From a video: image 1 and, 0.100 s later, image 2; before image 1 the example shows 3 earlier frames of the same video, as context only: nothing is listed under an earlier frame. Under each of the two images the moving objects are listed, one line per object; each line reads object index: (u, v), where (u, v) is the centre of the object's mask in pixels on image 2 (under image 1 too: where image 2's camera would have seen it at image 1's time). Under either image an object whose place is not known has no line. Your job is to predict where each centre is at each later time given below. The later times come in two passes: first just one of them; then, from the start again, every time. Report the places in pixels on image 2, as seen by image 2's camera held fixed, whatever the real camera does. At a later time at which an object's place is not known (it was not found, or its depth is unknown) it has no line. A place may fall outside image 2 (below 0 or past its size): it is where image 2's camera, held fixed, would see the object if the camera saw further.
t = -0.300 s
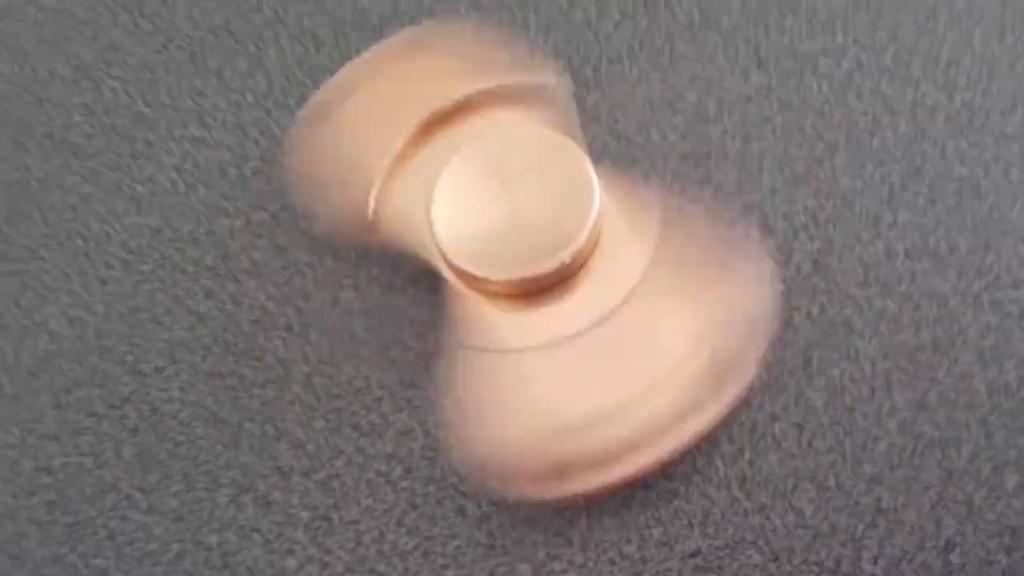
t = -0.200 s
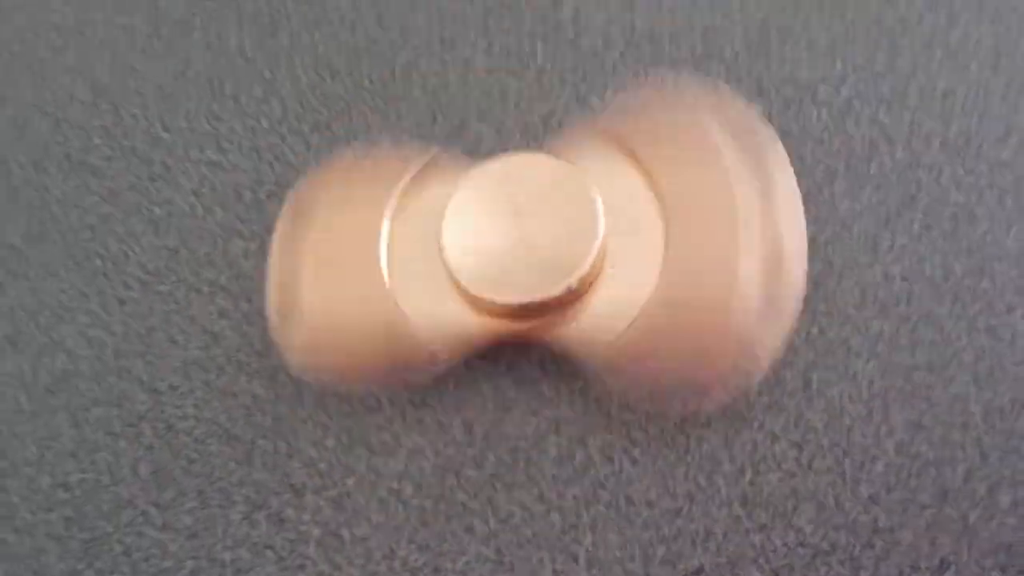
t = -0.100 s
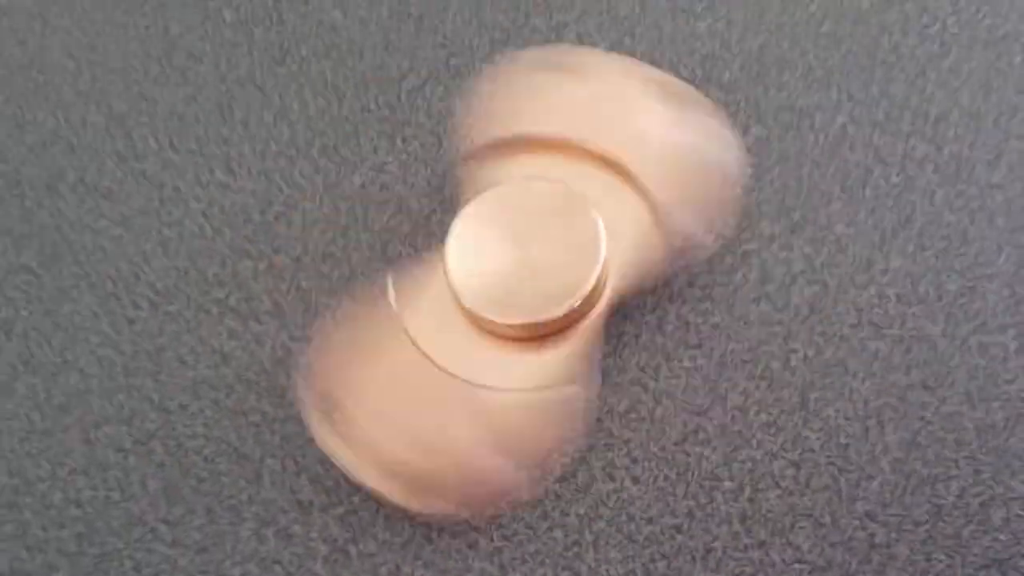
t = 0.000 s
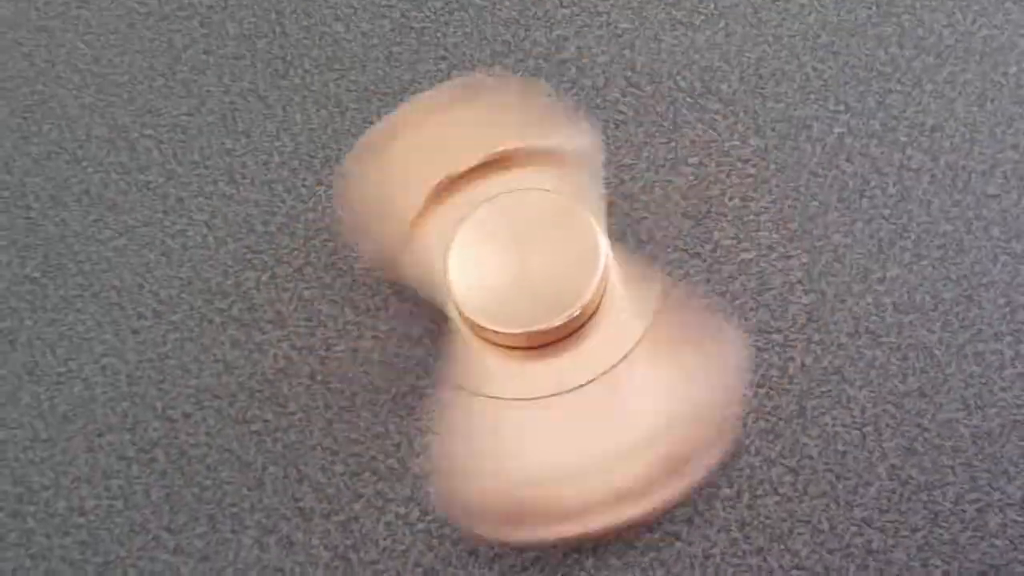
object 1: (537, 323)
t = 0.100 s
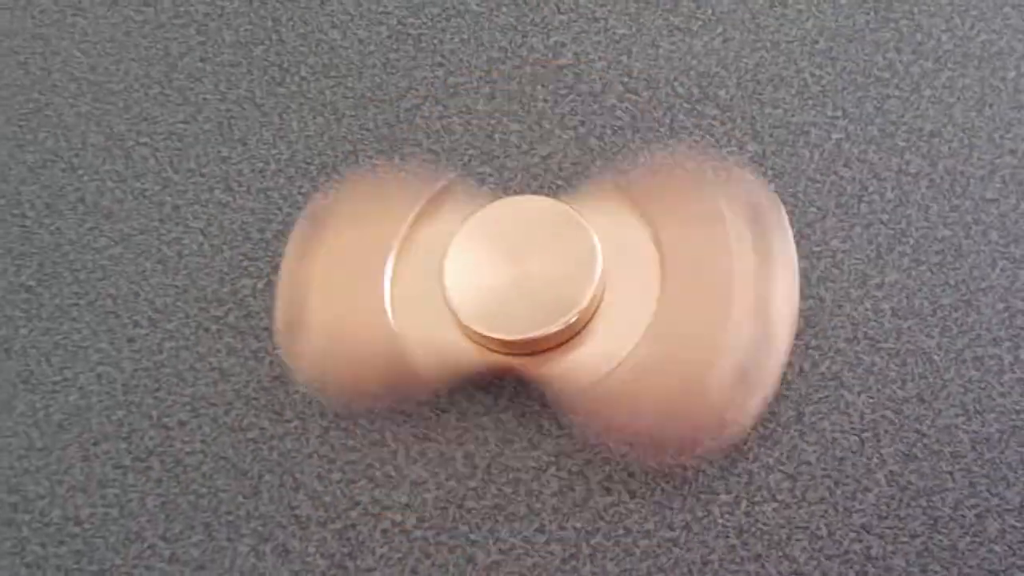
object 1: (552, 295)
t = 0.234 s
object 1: (544, 288)
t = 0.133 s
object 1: (547, 319)
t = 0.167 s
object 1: (521, 319)
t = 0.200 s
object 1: (519, 293)
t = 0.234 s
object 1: (544, 288)
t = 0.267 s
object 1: (554, 310)
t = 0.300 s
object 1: (531, 323)
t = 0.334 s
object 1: (515, 304)
